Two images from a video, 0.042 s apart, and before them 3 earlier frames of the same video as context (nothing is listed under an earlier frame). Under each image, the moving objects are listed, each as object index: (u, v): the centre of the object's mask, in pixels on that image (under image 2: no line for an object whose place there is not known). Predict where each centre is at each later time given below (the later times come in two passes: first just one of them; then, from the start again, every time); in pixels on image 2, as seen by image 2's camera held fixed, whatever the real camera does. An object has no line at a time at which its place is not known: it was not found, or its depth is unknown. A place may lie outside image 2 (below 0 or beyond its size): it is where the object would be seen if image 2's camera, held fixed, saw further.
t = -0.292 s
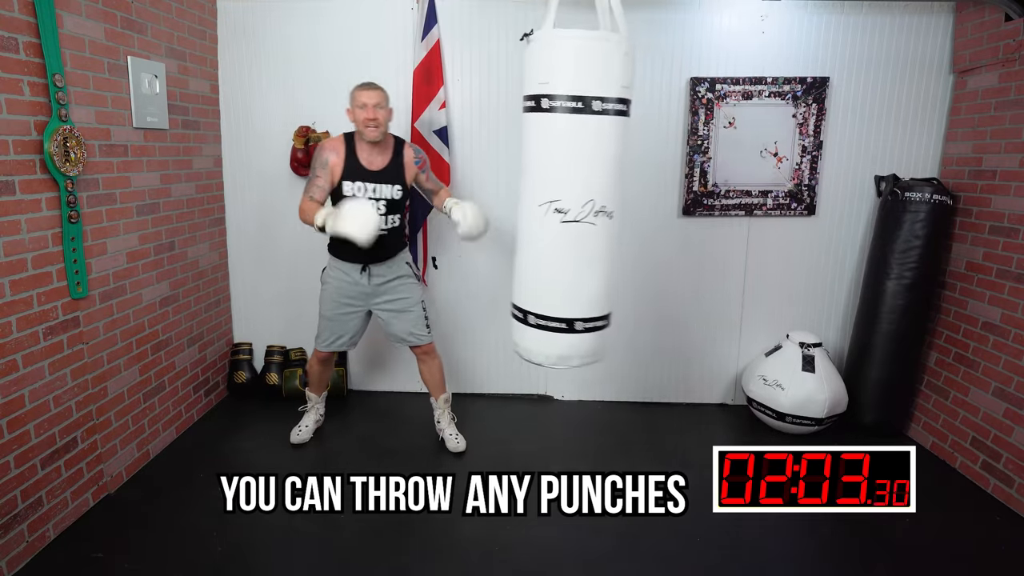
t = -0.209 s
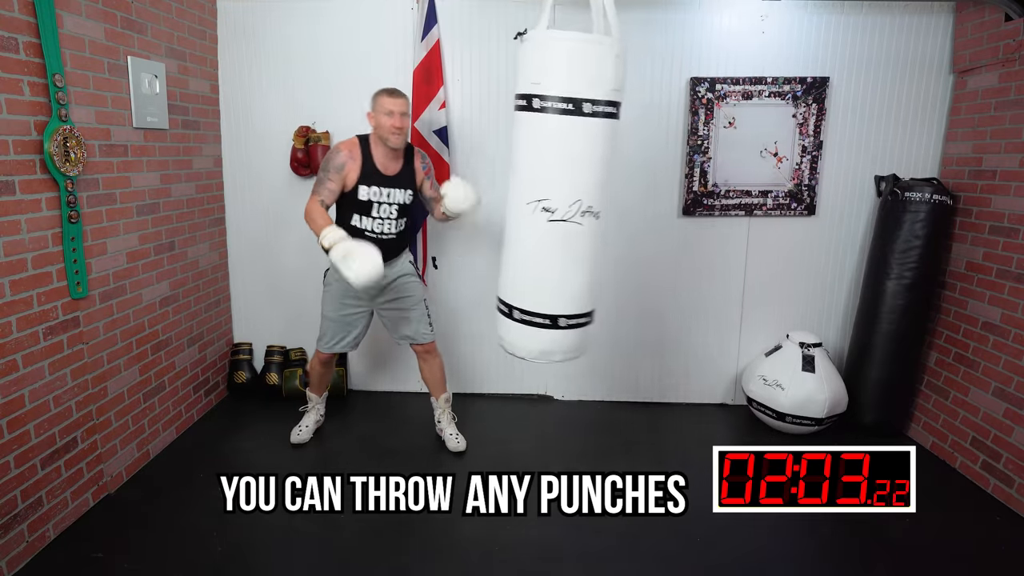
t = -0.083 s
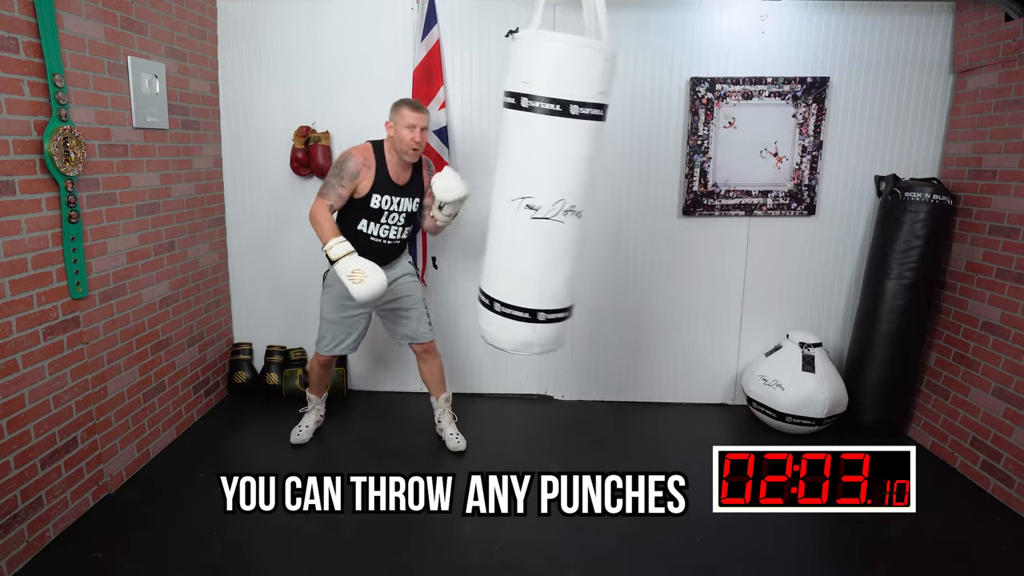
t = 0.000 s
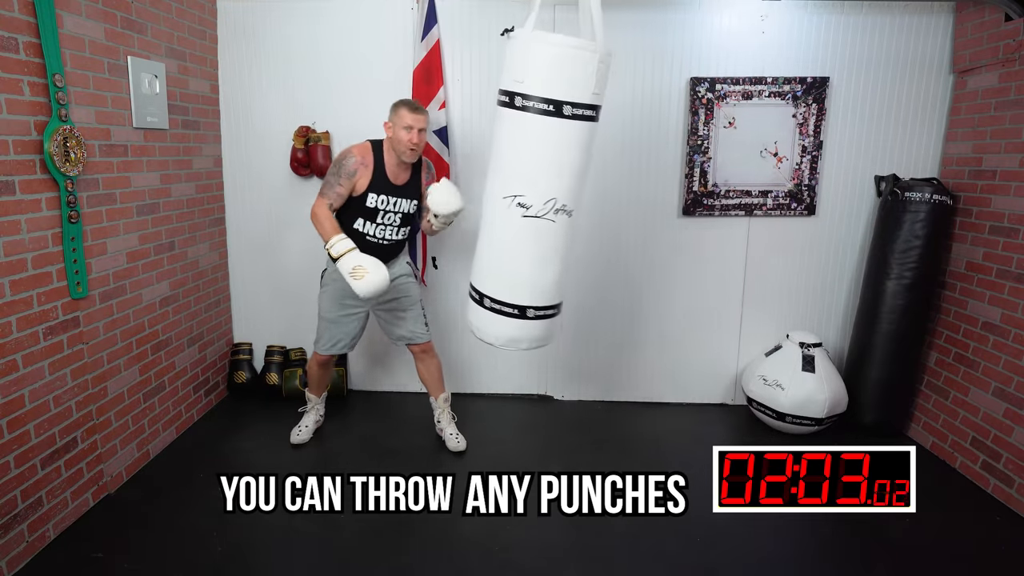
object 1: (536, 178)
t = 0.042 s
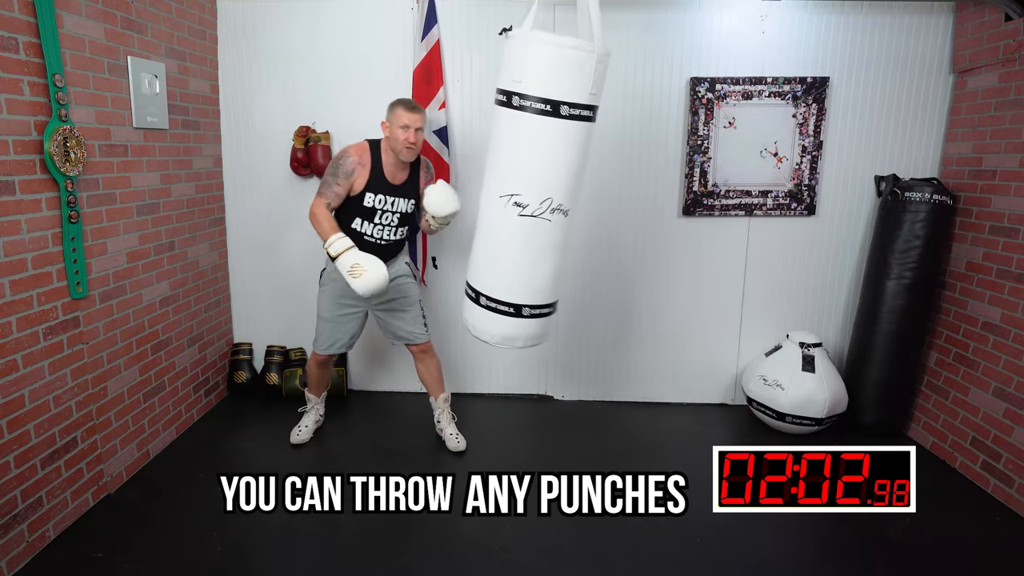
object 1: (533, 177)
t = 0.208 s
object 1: (525, 175)
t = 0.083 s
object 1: (530, 177)
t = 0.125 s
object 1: (528, 176)
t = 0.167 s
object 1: (526, 175)
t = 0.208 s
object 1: (525, 175)
